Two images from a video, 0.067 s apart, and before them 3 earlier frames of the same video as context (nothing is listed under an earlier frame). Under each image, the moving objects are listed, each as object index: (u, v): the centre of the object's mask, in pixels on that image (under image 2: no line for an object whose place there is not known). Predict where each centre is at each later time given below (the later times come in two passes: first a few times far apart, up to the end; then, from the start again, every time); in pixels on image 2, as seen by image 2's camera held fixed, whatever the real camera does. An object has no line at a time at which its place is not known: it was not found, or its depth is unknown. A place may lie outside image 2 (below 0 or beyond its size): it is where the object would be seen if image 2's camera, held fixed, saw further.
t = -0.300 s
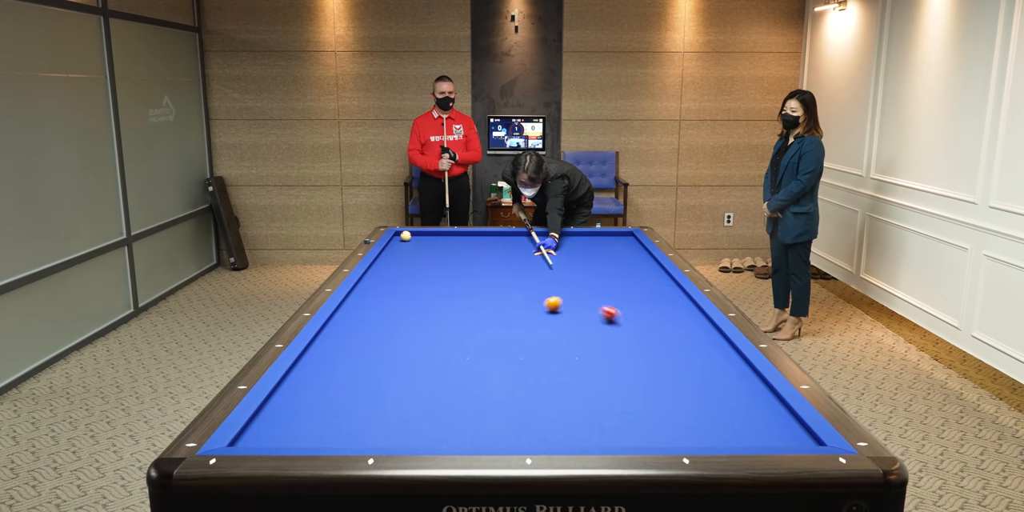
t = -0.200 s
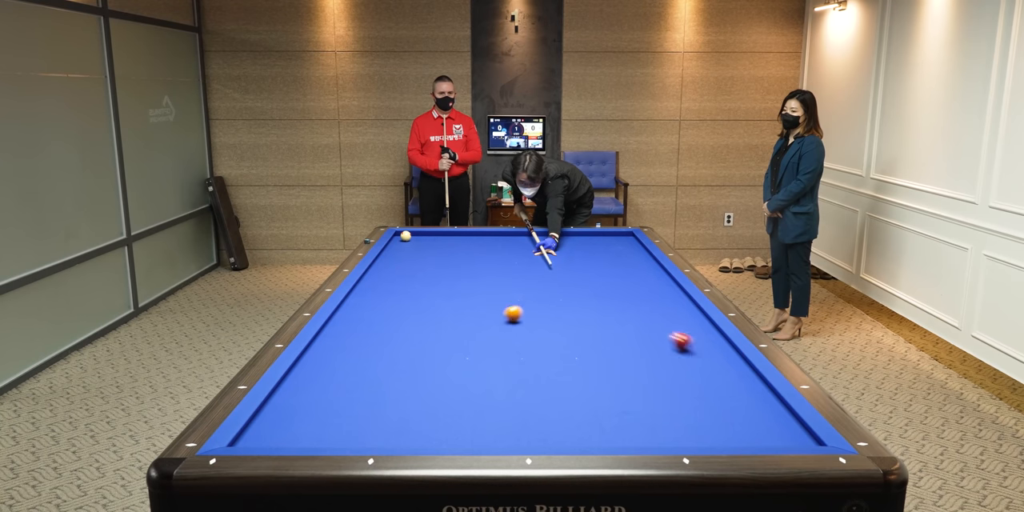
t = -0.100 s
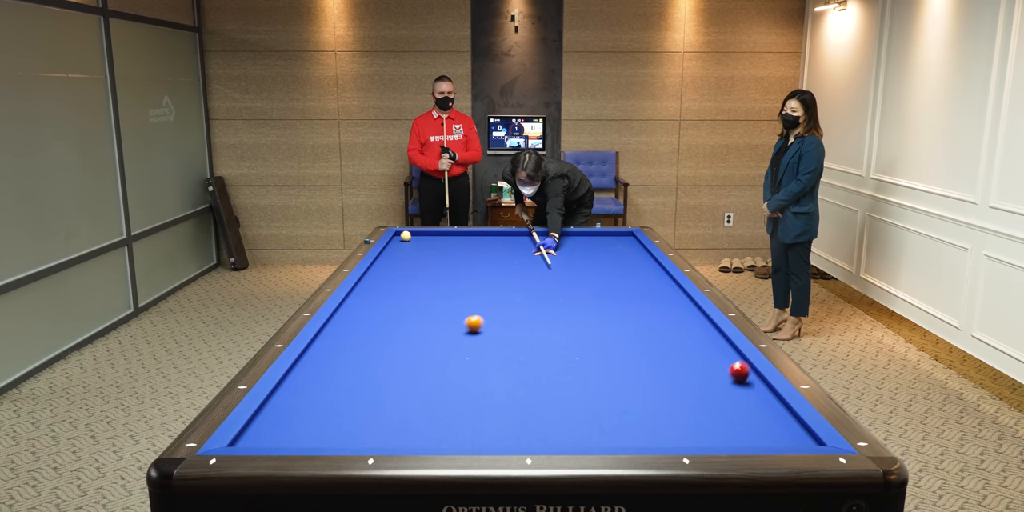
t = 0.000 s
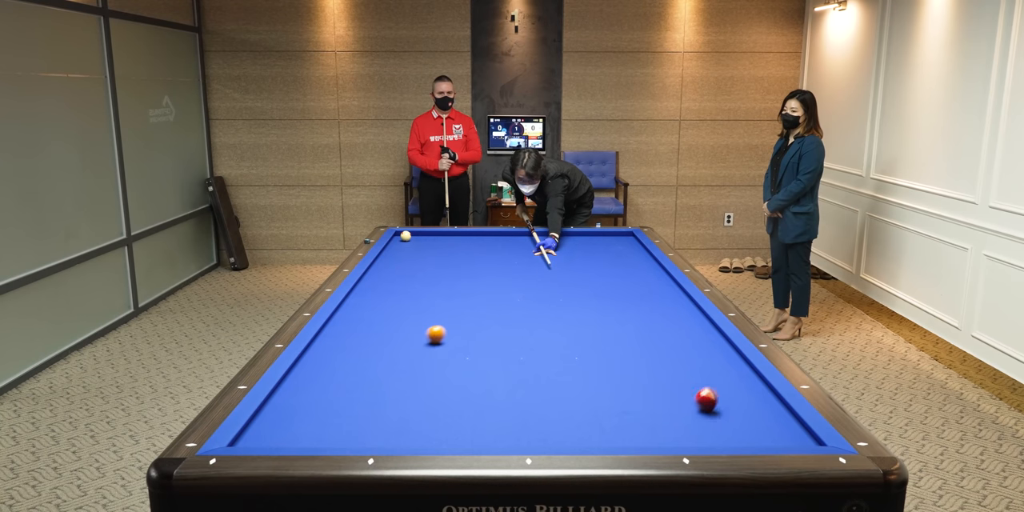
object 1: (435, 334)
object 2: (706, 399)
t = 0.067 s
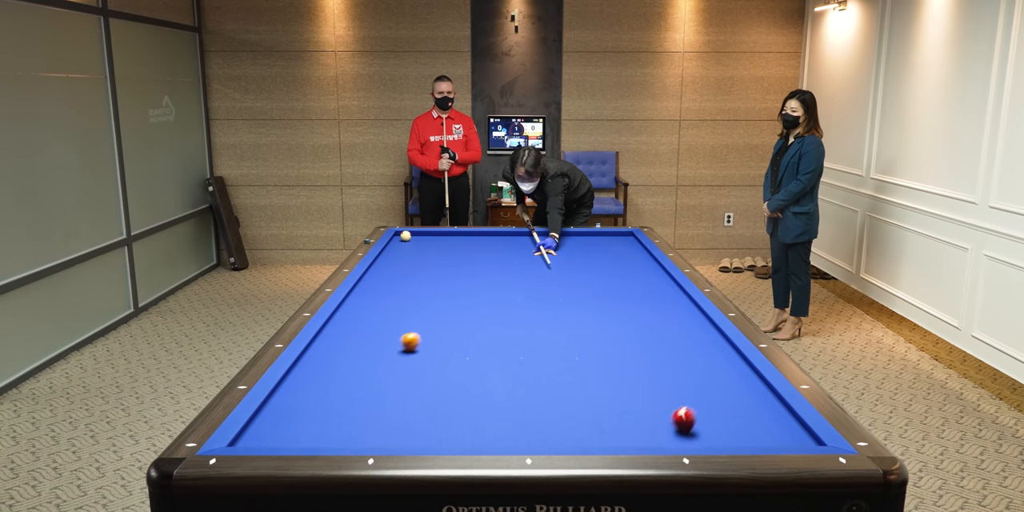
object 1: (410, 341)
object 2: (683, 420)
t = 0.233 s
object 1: (339, 362)
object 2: (595, 420)
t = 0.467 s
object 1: (320, 397)
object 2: (482, 378)
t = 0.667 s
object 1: (355, 433)
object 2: (410, 354)
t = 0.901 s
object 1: (432, 419)
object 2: (341, 330)
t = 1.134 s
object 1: (502, 396)
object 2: (383, 310)
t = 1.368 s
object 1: (563, 376)
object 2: (430, 293)
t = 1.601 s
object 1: (616, 359)
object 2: (470, 279)
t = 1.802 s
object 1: (656, 346)
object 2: (500, 268)
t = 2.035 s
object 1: (697, 333)
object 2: (530, 257)
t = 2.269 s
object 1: (685, 321)
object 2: (556, 247)
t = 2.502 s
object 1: (651, 310)
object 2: (579, 239)
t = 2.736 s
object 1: (621, 300)
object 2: (601, 232)
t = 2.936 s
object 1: (597, 293)
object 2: (629, 237)
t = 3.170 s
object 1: (572, 285)
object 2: (620, 242)
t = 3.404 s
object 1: (549, 278)
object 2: (606, 247)
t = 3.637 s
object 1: (528, 271)
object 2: (592, 252)
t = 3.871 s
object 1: (509, 265)
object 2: (577, 257)
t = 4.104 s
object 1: (492, 259)
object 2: (562, 263)
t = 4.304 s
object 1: (478, 255)
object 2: (547, 269)
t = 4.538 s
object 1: (462, 250)
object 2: (530, 275)
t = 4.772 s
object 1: (449, 245)
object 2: (512, 281)
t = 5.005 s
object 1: (436, 241)
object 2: (493, 289)
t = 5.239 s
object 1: (424, 237)
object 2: (473, 296)
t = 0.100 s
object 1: (397, 345)
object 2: (672, 431)
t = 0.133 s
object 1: (383, 349)
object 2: (659, 438)
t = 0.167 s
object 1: (369, 353)
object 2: (637, 435)
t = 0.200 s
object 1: (354, 358)
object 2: (616, 429)
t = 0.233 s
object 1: (339, 362)
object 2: (595, 420)
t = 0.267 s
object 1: (323, 366)
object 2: (576, 413)
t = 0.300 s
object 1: (307, 371)
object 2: (558, 406)
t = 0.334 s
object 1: (292, 376)
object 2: (541, 400)
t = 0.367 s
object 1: (299, 381)
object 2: (525, 394)
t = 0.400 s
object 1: (307, 386)
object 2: (509, 388)
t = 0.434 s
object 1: (314, 391)
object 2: (495, 383)
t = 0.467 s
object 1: (320, 397)
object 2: (482, 378)
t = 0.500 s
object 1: (327, 402)
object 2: (469, 374)
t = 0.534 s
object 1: (332, 408)
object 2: (457, 370)
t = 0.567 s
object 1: (338, 414)
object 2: (444, 366)
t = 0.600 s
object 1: (343, 420)
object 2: (433, 362)
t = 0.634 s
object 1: (349, 427)
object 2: (421, 357)
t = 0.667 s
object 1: (355, 433)
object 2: (410, 354)
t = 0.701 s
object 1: (361, 437)
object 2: (399, 350)
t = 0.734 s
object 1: (370, 438)
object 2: (389, 347)
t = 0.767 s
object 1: (384, 435)
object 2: (379, 343)
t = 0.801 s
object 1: (397, 432)
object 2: (369, 340)
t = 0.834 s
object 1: (409, 427)
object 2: (359, 336)
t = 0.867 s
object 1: (421, 423)
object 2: (350, 333)
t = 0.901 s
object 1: (432, 419)
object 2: (341, 330)
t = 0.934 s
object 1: (442, 415)
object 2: (332, 327)
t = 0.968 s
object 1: (453, 412)
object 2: (336, 323)
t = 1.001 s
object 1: (463, 409)
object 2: (347, 321)
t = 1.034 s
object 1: (473, 406)
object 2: (357, 318)
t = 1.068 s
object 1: (483, 402)
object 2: (366, 315)
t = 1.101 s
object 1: (493, 399)
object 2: (375, 312)
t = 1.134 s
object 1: (502, 396)
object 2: (383, 310)
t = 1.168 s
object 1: (511, 393)
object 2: (390, 307)
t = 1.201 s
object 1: (521, 390)
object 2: (398, 305)
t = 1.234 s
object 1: (529, 387)
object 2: (404, 302)
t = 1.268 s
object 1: (538, 384)
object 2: (411, 300)
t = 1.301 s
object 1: (547, 382)
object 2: (417, 297)
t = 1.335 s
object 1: (555, 379)
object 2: (424, 295)
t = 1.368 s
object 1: (563, 376)
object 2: (430, 293)
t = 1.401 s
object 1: (571, 374)
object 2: (436, 291)
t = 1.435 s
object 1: (579, 371)
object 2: (442, 289)
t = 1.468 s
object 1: (586, 369)
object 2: (448, 287)
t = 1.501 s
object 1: (594, 366)
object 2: (453, 284)
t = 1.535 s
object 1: (601, 364)
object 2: (459, 282)
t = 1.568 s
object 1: (609, 362)
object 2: (464, 281)
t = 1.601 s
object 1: (616, 359)
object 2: (470, 279)
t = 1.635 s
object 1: (623, 357)
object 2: (475, 277)
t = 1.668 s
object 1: (629, 355)
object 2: (480, 275)
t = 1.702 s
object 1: (636, 353)
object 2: (485, 273)
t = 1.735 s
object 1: (643, 350)
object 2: (490, 271)
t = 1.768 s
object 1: (650, 349)
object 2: (494, 270)
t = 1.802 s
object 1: (656, 346)
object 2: (500, 268)
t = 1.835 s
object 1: (662, 344)
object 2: (504, 266)
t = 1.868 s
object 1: (668, 342)
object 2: (508, 264)
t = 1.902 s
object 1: (674, 340)
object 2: (513, 263)
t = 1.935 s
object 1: (680, 339)
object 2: (517, 261)
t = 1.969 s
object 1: (686, 337)
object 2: (522, 260)
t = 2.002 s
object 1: (692, 335)
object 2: (526, 258)
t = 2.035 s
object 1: (697, 333)
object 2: (530, 257)
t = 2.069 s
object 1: (703, 331)
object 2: (534, 256)
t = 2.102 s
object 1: (708, 329)
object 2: (538, 254)
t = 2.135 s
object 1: (709, 328)
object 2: (542, 253)
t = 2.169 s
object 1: (702, 325)
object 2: (545, 251)
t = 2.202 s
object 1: (696, 324)
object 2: (549, 250)
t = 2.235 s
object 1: (690, 322)
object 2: (553, 249)
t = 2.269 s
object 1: (685, 321)
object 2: (556, 247)
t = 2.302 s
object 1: (680, 319)
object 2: (560, 246)
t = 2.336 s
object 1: (675, 318)
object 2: (563, 245)
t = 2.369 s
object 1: (670, 316)
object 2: (567, 244)
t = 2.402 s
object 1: (665, 314)
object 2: (570, 242)
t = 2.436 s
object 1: (660, 313)
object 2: (573, 241)
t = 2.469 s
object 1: (656, 312)
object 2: (576, 240)
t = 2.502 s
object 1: (651, 310)
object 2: (579, 239)
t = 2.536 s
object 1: (647, 308)
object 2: (583, 238)
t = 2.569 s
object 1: (642, 307)
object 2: (586, 237)
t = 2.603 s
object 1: (638, 305)
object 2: (588, 236)
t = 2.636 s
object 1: (633, 304)
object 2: (591, 234)
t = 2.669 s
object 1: (629, 303)
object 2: (595, 233)
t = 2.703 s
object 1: (625, 302)
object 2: (597, 232)
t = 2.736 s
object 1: (621, 300)
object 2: (601, 232)
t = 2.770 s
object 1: (616, 299)
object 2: (606, 233)
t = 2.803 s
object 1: (612, 298)
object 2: (611, 234)
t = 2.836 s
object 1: (609, 297)
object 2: (615, 235)
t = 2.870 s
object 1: (605, 295)
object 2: (620, 236)
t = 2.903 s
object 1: (601, 294)
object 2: (624, 236)
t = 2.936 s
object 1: (597, 293)
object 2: (629, 237)
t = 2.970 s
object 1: (593, 292)
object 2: (632, 238)
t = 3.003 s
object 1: (590, 291)
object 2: (630, 238)
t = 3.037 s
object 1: (586, 289)
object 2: (627, 239)
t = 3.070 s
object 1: (582, 288)
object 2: (625, 240)
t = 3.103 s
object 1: (579, 287)
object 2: (624, 240)
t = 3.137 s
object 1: (575, 286)
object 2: (621, 241)
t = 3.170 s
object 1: (572, 285)
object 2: (620, 242)
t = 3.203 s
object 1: (568, 284)
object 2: (617, 242)
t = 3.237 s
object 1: (565, 283)
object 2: (616, 243)
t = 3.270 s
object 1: (562, 281)
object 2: (614, 244)
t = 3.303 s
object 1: (559, 281)
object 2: (612, 245)
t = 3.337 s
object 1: (555, 280)
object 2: (610, 245)
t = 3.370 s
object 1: (552, 278)
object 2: (608, 246)
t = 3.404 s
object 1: (549, 278)
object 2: (606, 247)
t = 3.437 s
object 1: (546, 277)
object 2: (604, 247)
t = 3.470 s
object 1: (543, 276)
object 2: (602, 248)
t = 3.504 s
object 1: (540, 275)
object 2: (600, 249)
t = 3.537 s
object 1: (537, 274)
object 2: (598, 250)
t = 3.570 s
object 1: (534, 273)
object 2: (596, 250)
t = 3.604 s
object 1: (531, 272)
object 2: (594, 251)
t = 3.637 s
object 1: (528, 271)
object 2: (592, 252)
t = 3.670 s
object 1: (525, 270)
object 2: (590, 253)
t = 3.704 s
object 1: (522, 269)
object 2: (588, 253)
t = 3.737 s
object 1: (520, 268)
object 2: (586, 254)
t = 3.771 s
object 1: (517, 267)
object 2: (584, 255)
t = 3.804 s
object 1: (514, 266)
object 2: (582, 256)
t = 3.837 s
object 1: (512, 265)
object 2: (579, 257)
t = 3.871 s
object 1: (509, 265)
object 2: (577, 257)
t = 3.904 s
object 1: (506, 264)
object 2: (575, 258)
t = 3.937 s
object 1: (504, 263)
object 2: (573, 259)
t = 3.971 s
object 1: (501, 262)
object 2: (571, 260)
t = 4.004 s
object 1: (499, 262)
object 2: (568, 261)
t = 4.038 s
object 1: (496, 261)
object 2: (566, 262)
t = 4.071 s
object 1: (494, 260)
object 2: (564, 262)
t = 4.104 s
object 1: (492, 259)
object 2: (562, 263)
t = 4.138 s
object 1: (489, 258)
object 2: (559, 264)
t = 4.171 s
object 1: (487, 257)
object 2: (557, 265)
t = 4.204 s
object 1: (485, 257)
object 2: (555, 266)
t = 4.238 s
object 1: (482, 256)
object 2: (552, 267)
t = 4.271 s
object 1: (480, 255)
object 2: (550, 268)
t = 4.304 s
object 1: (478, 255)
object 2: (547, 269)
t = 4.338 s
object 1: (475, 254)
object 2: (545, 269)
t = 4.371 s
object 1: (473, 253)
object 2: (543, 270)
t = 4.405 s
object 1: (471, 252)
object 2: (540, 271)
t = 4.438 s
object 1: (469, 252)
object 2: (538, 272)
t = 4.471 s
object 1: (467, 251)
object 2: (535, 273)
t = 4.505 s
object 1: (465, 250)
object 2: (533, 274)
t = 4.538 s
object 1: (462, 250)
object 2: (530, 275)
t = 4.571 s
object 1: (460, 249)
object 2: (528, 276)
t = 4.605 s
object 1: (458, 249)
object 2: (525, 277)
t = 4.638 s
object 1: (456, 248)
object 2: (523, 278)
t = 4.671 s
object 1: (454, 247)
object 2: (520, 279)
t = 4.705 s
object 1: (453, 246)
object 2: (517, 279)
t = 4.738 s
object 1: (450, 246)
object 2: (515, 281)
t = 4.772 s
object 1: (449, 245)
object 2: (512, 281)
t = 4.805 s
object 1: (447, 244)
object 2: (509, 282)
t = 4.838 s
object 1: (445, 244)
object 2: (507, 284)
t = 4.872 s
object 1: (443, 244)
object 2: (504, 285)
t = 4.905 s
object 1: (441, 243)
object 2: (501, 286)
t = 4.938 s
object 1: (439, 242)
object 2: (498, 287)
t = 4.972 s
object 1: (438, 242)
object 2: (496, 288)
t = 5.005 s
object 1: (436, 241)
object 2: (493, 289)
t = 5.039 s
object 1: (434, 241)
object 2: (490, 290)
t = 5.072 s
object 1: (432, 240)
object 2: (487, 291)
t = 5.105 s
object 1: (430, 239)
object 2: (484, 292)
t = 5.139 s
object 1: (429, 239)
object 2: (481, 293)
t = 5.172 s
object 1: (427, 238)
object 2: (479, 294)
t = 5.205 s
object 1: (426, 238)
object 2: (475, 295)
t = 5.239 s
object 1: (424, 237)
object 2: (473, 296)
